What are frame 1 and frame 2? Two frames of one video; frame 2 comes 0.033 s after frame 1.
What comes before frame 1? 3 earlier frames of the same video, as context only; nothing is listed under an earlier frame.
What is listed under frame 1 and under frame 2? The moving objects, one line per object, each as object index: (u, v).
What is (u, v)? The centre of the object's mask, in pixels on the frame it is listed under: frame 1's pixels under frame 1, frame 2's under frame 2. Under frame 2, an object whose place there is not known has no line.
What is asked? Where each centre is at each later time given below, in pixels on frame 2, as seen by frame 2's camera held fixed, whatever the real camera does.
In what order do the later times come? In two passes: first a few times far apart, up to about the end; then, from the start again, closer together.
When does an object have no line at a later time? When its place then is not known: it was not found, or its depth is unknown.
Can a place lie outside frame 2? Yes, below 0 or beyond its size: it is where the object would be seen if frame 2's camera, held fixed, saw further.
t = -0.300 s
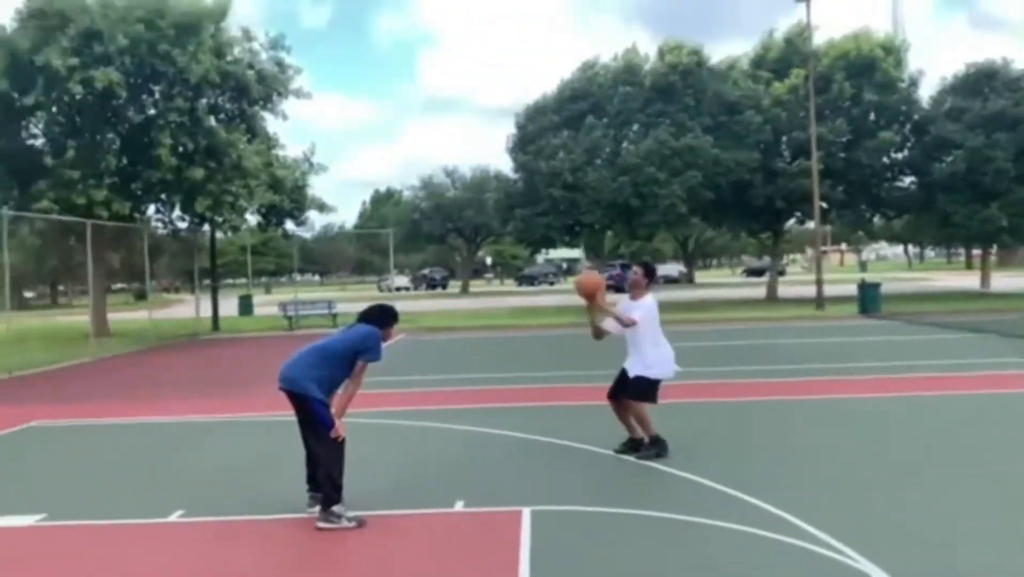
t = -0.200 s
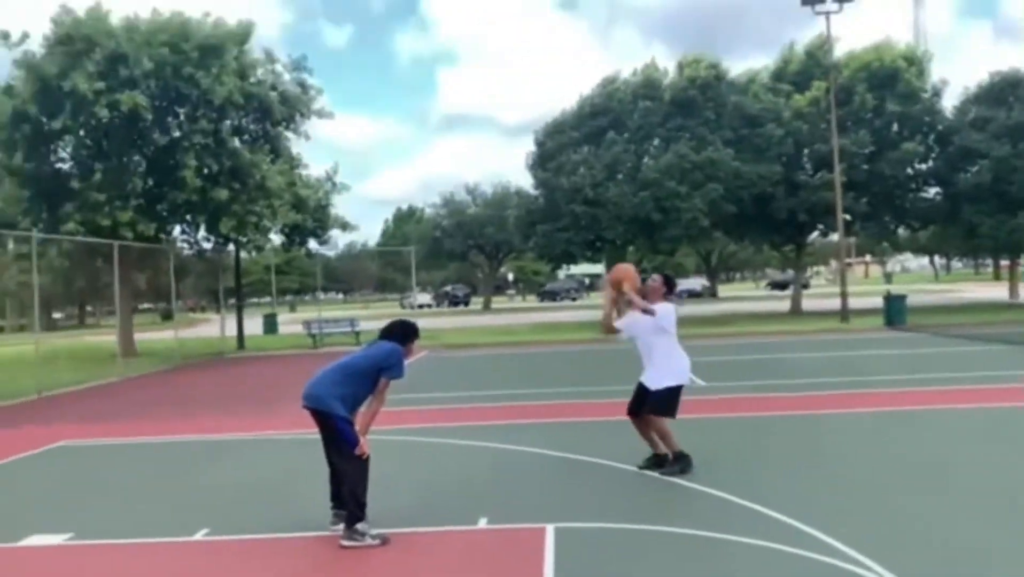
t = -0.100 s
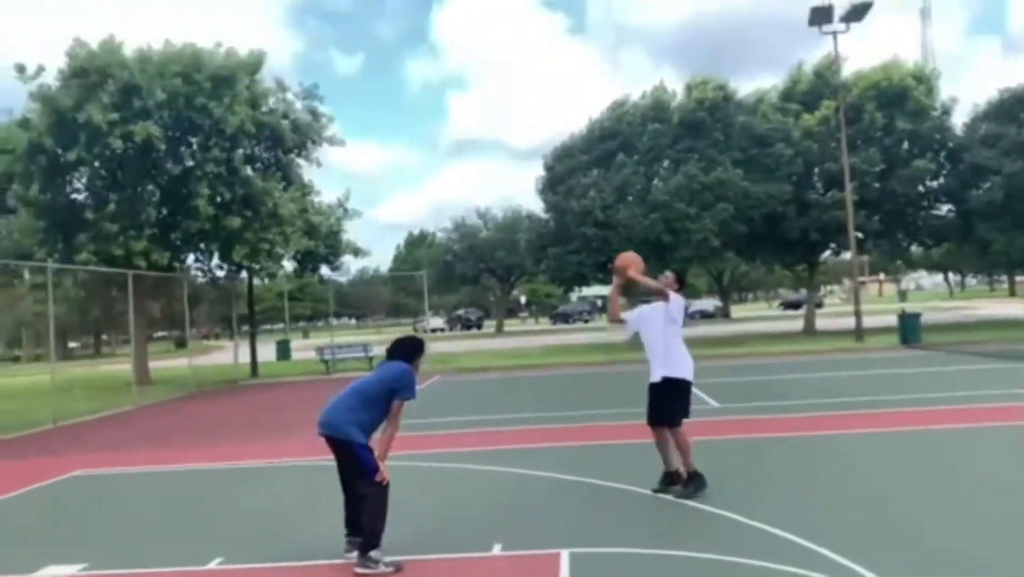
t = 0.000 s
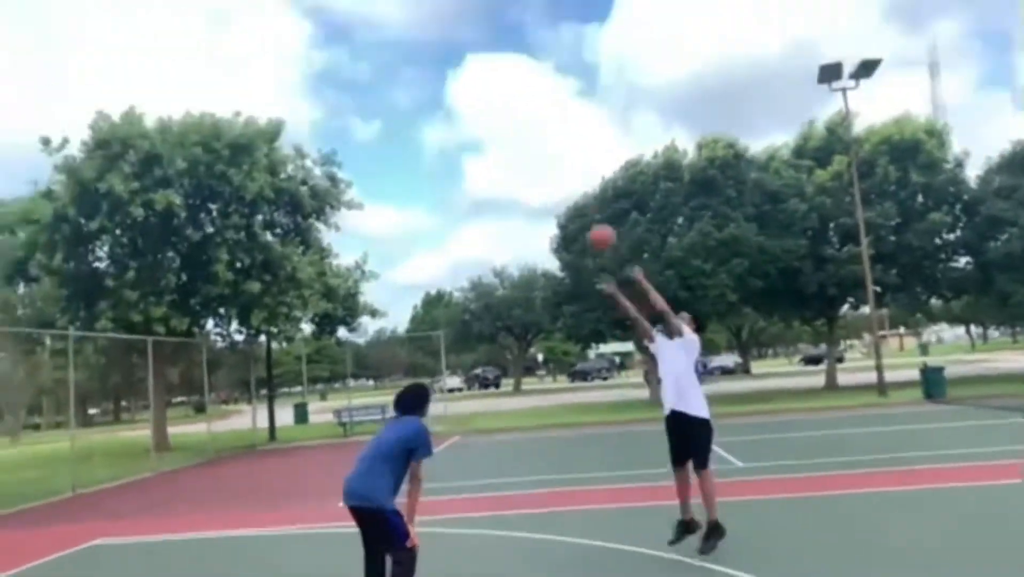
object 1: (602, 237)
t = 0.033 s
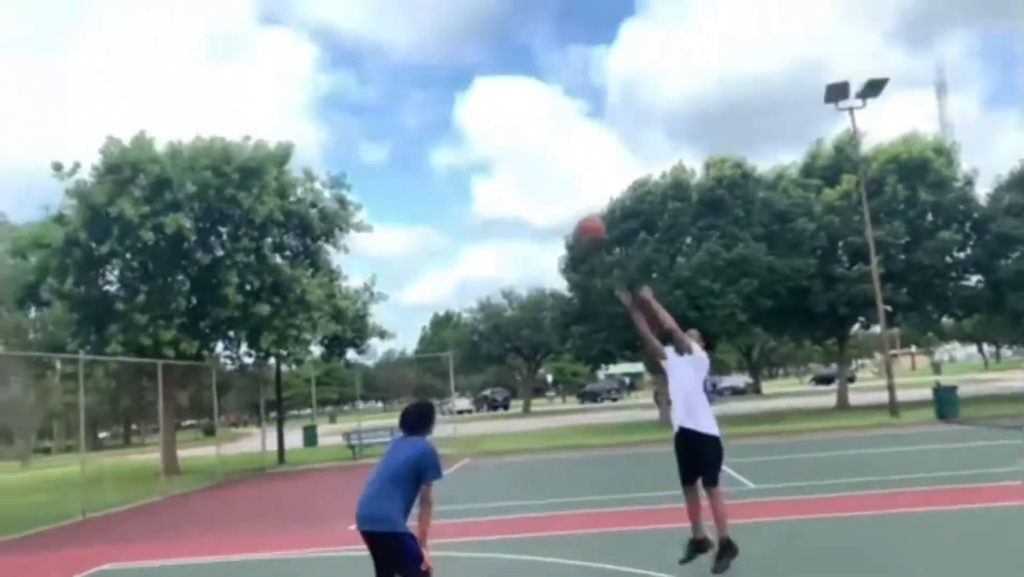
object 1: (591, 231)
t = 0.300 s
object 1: (439, 39)
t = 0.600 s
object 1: (252, -98)
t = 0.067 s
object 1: (574, 203)
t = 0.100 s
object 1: (555, 176)
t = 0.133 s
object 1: (537, 152)
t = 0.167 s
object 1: (519, 127)
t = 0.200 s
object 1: (500, 104)
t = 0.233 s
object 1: (480, 83)
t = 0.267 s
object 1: (459, 60)
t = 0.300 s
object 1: (439, 39)
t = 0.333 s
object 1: (418, 20)
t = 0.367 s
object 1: (397, 2)
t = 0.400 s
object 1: (376, -15)
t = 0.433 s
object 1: (356, -30)
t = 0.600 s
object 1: (252, -98)
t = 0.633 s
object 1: (231, -109)
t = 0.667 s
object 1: (210, -119)
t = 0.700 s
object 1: (188, -127)
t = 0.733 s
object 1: (167, -135)
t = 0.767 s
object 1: (145, -140)
